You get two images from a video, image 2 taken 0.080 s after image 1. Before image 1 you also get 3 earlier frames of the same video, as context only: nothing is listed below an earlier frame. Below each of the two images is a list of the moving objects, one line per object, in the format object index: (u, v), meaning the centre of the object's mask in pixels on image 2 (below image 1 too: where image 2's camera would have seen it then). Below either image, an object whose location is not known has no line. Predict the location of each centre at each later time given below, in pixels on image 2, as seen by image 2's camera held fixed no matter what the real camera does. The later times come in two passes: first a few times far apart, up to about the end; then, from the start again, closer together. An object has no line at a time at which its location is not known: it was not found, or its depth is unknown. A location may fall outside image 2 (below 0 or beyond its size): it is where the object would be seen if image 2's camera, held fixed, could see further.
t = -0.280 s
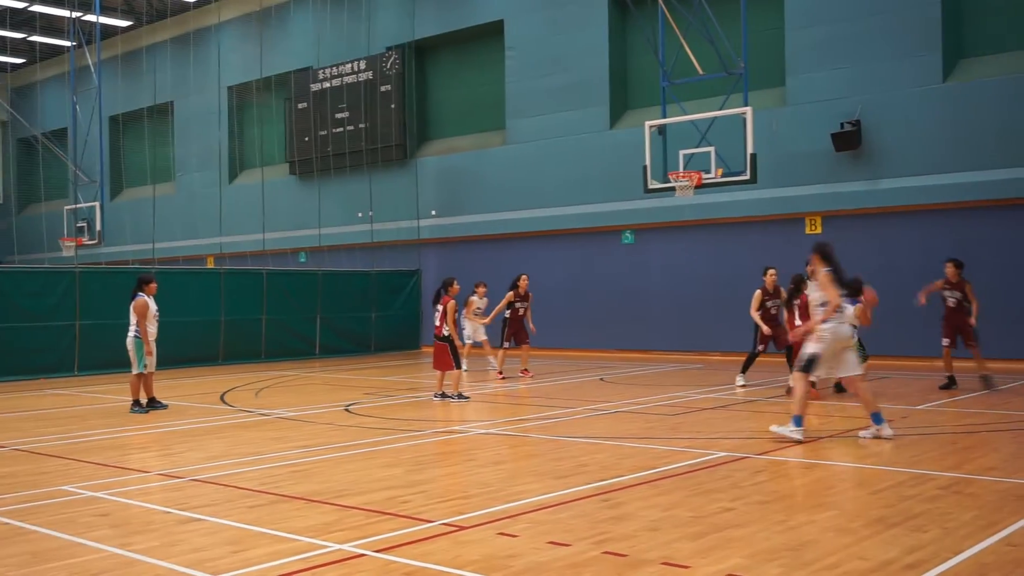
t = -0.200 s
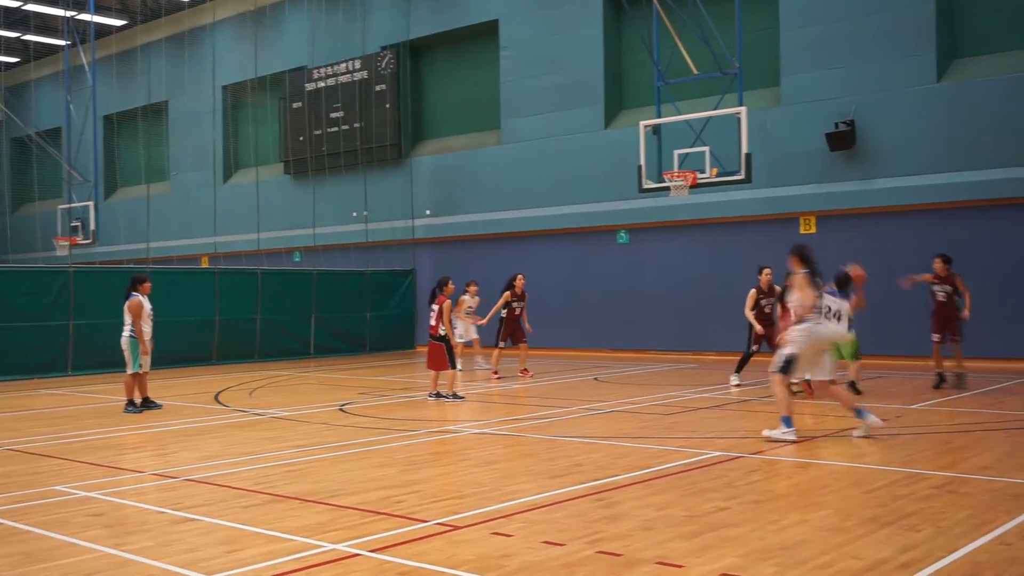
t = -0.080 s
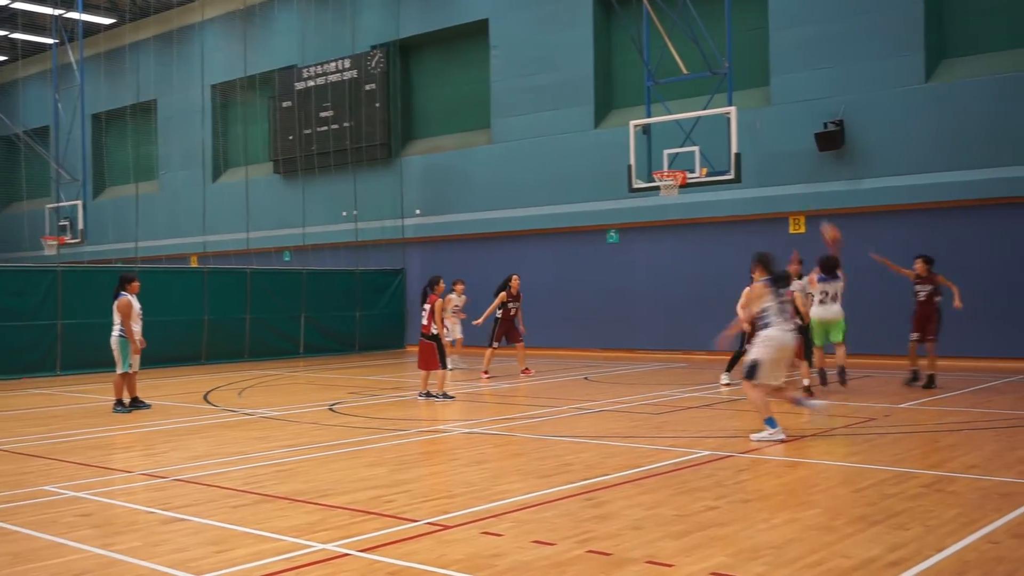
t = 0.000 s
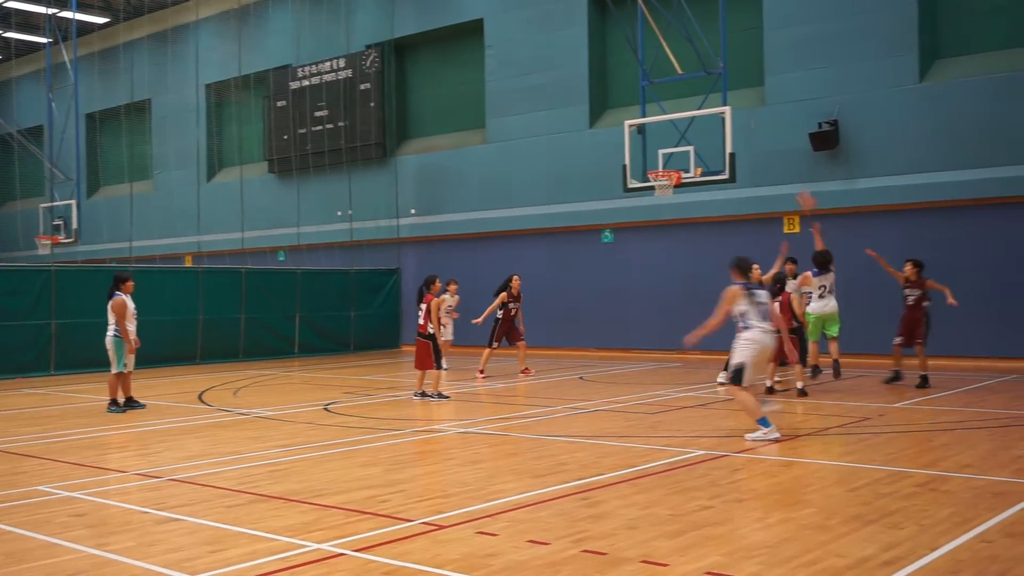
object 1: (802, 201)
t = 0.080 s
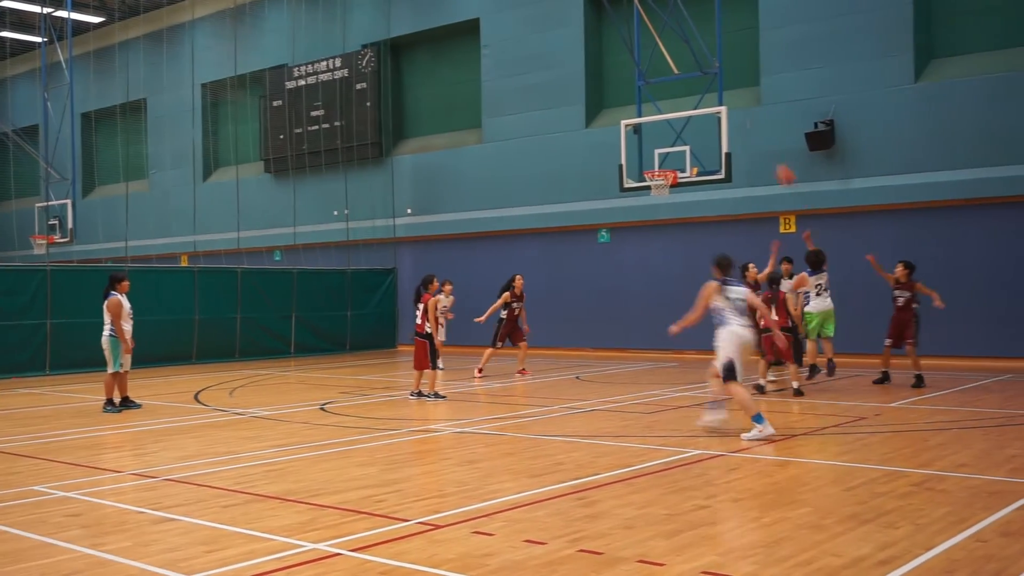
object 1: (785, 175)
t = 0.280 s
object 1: (745, 137)
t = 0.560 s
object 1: (696, 131)
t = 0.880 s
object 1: (651, 164)
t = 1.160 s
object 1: (649, 169)
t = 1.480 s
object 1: (647, 244)
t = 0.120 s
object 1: (777, 165)
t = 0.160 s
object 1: (769, 157)
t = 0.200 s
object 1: (761, 149)
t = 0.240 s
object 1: (752, 142)
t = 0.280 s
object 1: (745, 137)
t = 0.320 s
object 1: (737, 133)
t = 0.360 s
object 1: (731, 130)
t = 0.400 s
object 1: (723, 128)
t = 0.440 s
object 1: (715, 128)
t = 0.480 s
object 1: (709, 128)
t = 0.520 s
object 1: (702, 129)
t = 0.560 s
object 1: (696, 131)
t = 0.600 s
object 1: (690, 135)
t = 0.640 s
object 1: (684, 139)
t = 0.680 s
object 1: (677, 145)
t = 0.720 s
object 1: (671, 149)
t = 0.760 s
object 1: (664, 155)
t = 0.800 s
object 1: (658, 161)
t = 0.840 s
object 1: (652, 165)
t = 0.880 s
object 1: (651, 164)
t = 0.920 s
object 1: (651, 162)
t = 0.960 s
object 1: (651, 161)
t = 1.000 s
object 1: (651, 161)
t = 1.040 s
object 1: (651, 161)
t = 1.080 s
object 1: (650, 163)
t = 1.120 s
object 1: (650, 165)
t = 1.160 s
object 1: (649, 169)
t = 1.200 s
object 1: (649, 173)
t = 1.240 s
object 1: (649, 180)
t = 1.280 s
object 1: (649, 188)
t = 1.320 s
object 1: (648, 197)
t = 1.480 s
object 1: (647, 244)
